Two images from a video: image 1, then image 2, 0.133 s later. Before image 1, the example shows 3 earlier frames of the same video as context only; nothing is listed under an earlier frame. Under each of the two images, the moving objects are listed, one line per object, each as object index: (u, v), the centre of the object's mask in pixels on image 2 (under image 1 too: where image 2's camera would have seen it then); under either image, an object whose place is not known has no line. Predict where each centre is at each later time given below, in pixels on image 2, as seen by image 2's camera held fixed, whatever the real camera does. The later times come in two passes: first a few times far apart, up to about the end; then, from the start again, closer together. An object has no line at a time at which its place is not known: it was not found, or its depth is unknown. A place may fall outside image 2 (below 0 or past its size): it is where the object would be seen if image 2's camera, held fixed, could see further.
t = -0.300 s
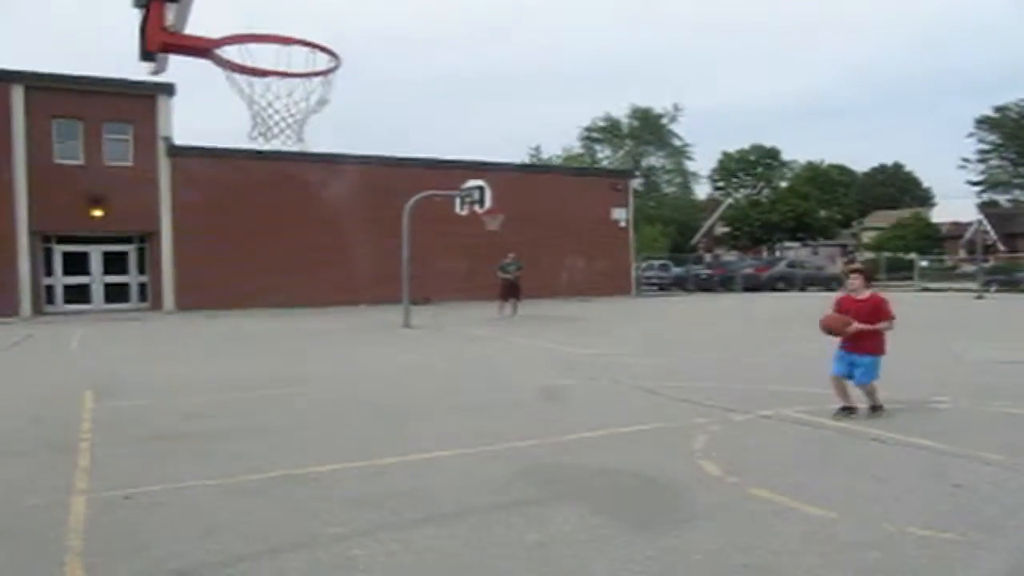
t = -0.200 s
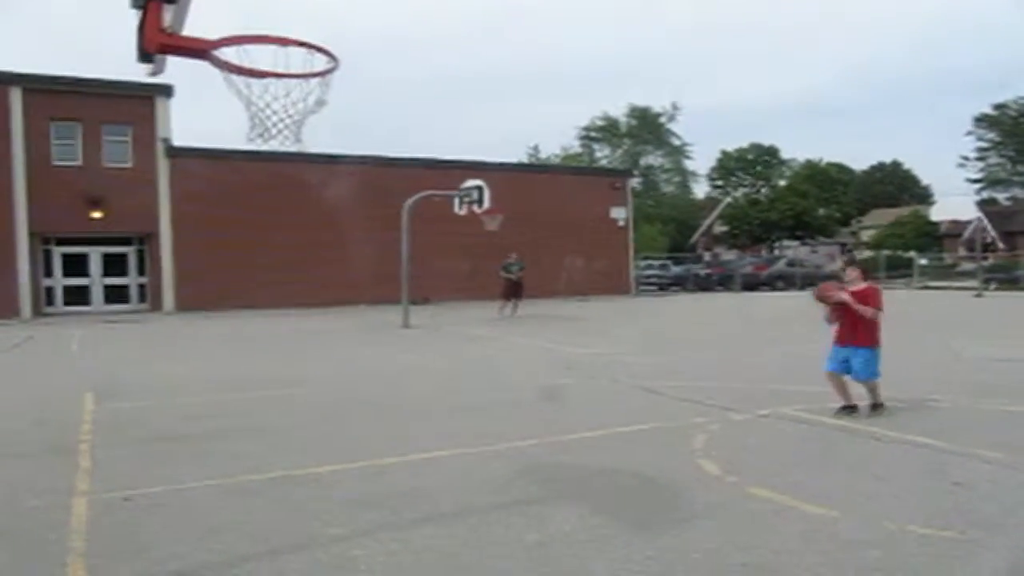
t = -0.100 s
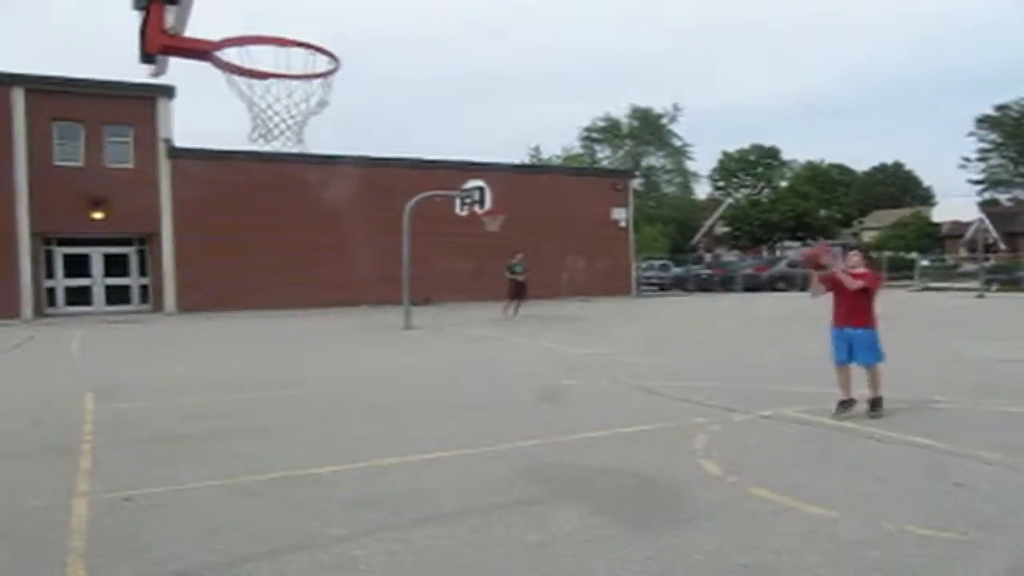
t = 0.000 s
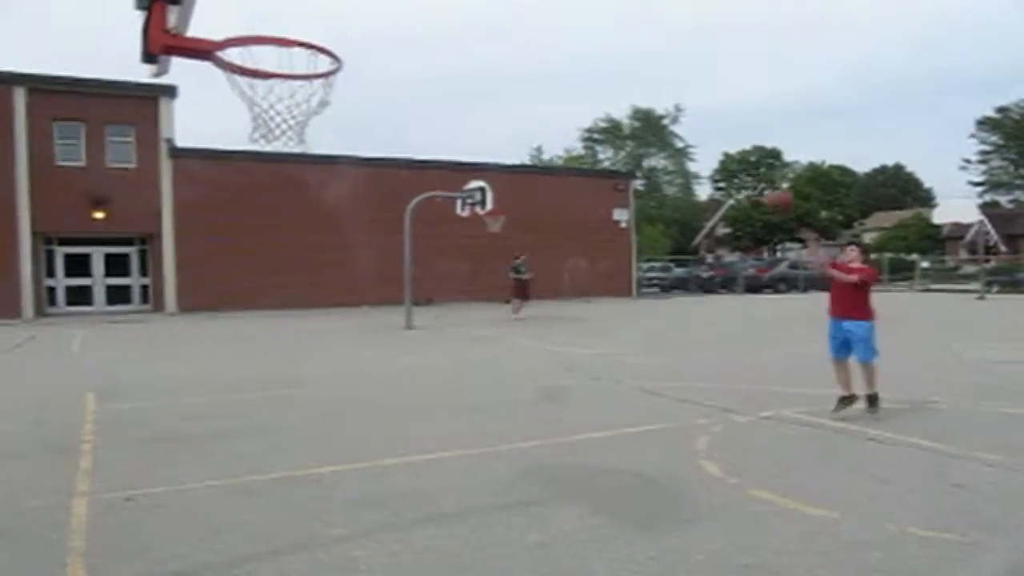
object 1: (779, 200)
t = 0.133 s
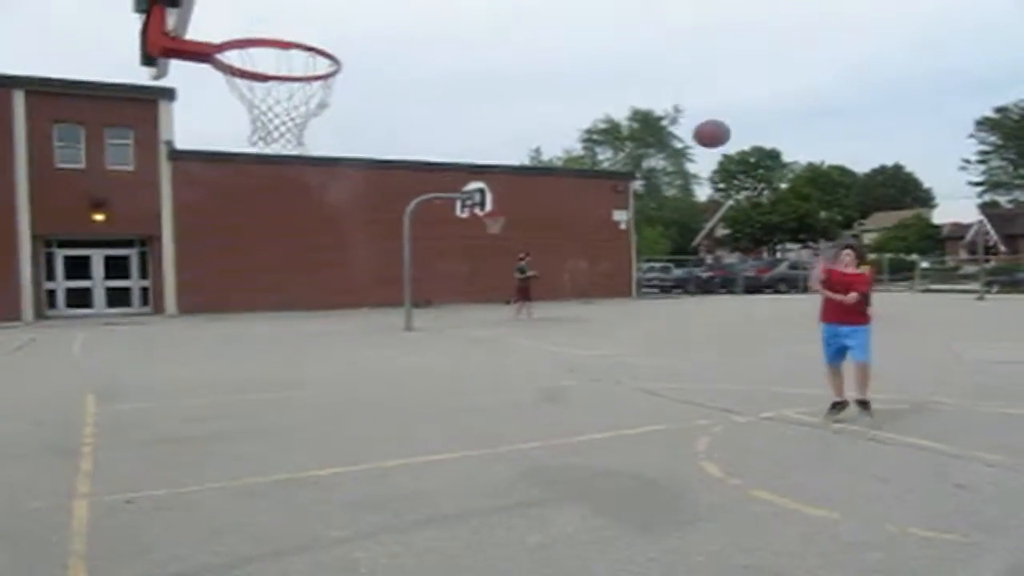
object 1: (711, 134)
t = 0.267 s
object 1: (630, 73)
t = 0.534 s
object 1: (415, 5)
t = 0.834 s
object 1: (335, 53)
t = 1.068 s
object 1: (530, 111)
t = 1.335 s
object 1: (717, 264)
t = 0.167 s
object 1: (692, 117)
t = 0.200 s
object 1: (673, 102)
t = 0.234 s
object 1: (652, 87)
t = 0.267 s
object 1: (630, 73)
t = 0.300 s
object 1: (607, 60)
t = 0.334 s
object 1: (583, 47)
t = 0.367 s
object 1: (559, 35)
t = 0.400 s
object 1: (533, 25)
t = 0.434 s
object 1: (505, 16)
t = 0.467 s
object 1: (477, 11)
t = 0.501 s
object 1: (446, 8)
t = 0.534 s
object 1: (415, 5)
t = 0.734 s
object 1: (224, 12)
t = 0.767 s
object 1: (260, 18)
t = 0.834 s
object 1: (335, 53)
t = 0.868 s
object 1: (365, 56)
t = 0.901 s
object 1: (394, 61)
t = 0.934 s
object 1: (423, 67)
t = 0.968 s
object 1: (451, 76)
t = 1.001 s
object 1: (478, 86)
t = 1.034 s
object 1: (505, 97)
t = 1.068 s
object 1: (530, 111)
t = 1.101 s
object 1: (555, 125)
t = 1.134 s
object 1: (579, 141)
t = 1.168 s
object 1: (604, 160)
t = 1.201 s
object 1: (628, 177)
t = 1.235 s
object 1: (651, 196)
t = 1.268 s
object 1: (674, 219)
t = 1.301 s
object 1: (695, 241)
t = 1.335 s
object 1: (717, 264)
